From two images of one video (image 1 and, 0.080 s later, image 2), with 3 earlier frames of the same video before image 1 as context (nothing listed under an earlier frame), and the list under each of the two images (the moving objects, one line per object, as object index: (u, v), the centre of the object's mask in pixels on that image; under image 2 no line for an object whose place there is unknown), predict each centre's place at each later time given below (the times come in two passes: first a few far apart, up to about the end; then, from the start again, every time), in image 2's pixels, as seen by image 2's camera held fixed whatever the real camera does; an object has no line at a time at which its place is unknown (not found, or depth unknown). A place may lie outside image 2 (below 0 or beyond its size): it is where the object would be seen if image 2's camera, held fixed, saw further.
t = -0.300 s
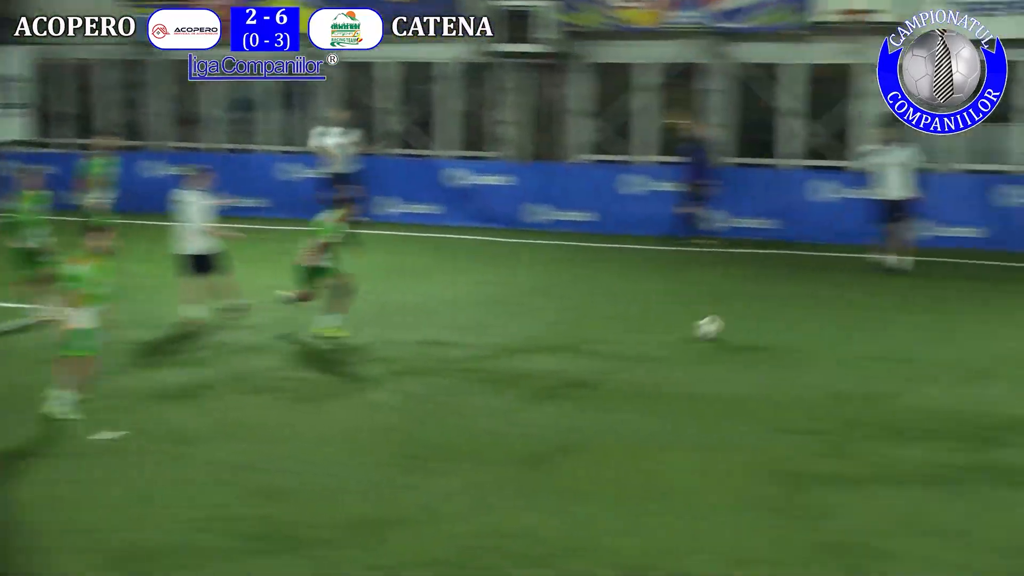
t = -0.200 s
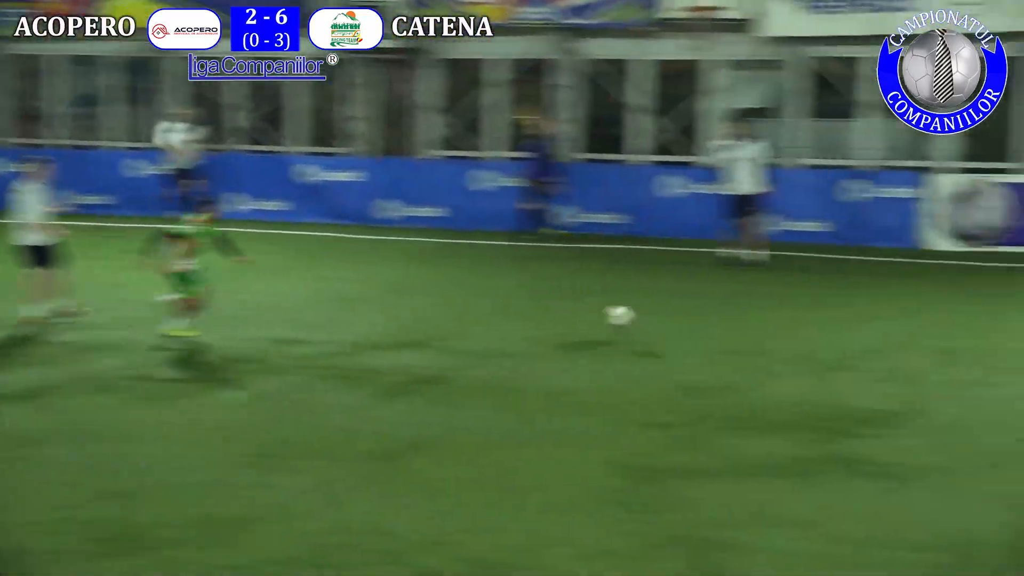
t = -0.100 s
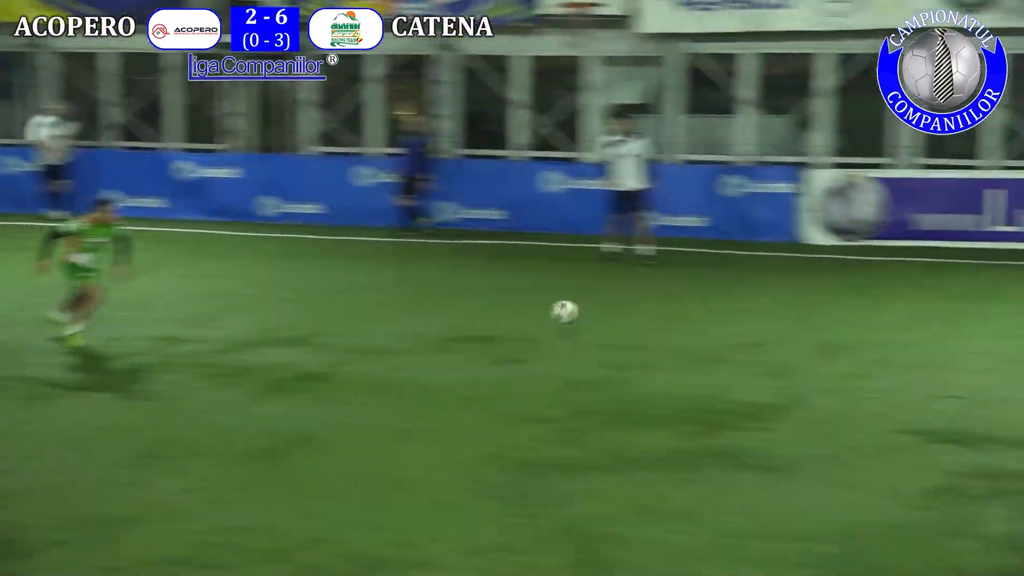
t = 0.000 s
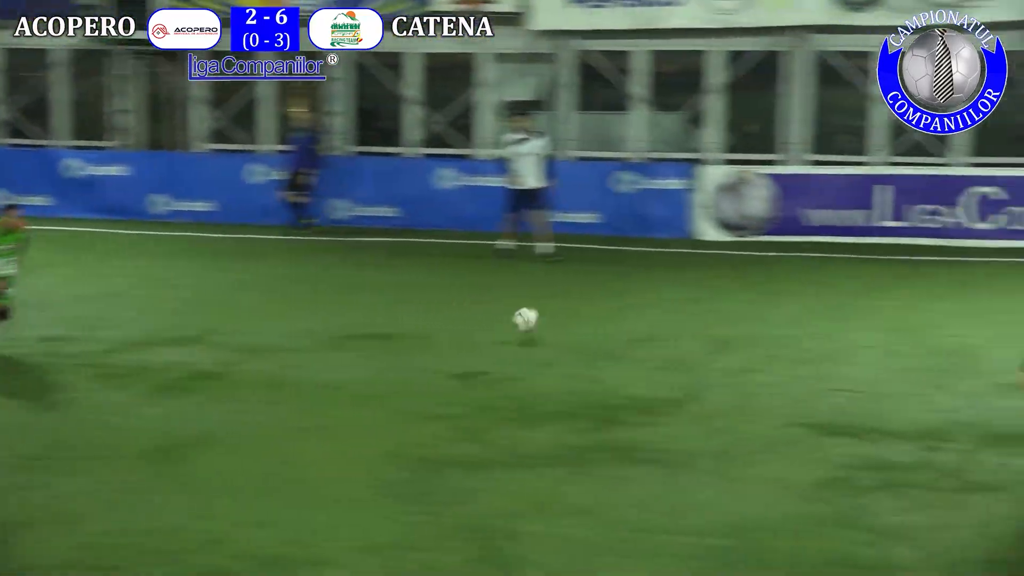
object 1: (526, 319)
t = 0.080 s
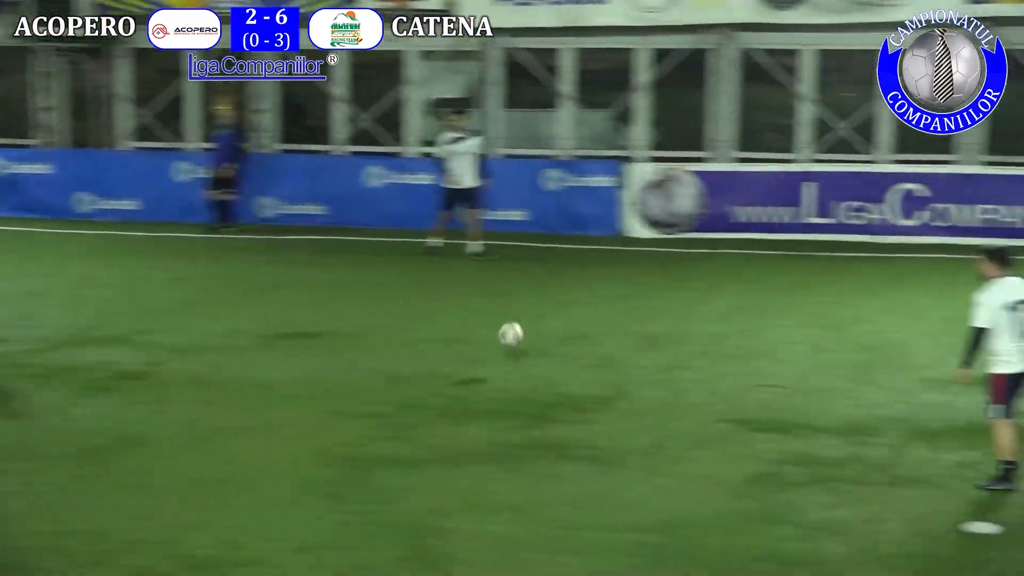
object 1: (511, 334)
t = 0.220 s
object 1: (612, 381)
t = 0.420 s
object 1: (732, 368)
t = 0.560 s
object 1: (823, 389)
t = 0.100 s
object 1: (526, 340)
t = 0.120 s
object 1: (539, 346)
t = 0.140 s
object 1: (554, 352)
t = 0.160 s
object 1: (568, 359)
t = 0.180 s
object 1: (583, 368)
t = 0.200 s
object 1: (598, 376)
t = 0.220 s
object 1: (612, 381)
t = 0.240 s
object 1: (623, 378)
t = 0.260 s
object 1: (635, 374)
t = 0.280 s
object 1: (646, 371)
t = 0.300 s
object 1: (658, 369)
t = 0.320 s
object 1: (670, 368)
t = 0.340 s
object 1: (682, 367)
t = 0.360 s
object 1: (695, 366)
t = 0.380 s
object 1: (707, 366)
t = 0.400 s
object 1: (720, 366)
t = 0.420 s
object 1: (732, 368)
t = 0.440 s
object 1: (745, 369)
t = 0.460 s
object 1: (757, 371)
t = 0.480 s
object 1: (770, 374)
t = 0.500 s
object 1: (783, 376)
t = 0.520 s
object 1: (796, 379)
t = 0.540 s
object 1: (809, 384)
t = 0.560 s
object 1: (823, 389)
